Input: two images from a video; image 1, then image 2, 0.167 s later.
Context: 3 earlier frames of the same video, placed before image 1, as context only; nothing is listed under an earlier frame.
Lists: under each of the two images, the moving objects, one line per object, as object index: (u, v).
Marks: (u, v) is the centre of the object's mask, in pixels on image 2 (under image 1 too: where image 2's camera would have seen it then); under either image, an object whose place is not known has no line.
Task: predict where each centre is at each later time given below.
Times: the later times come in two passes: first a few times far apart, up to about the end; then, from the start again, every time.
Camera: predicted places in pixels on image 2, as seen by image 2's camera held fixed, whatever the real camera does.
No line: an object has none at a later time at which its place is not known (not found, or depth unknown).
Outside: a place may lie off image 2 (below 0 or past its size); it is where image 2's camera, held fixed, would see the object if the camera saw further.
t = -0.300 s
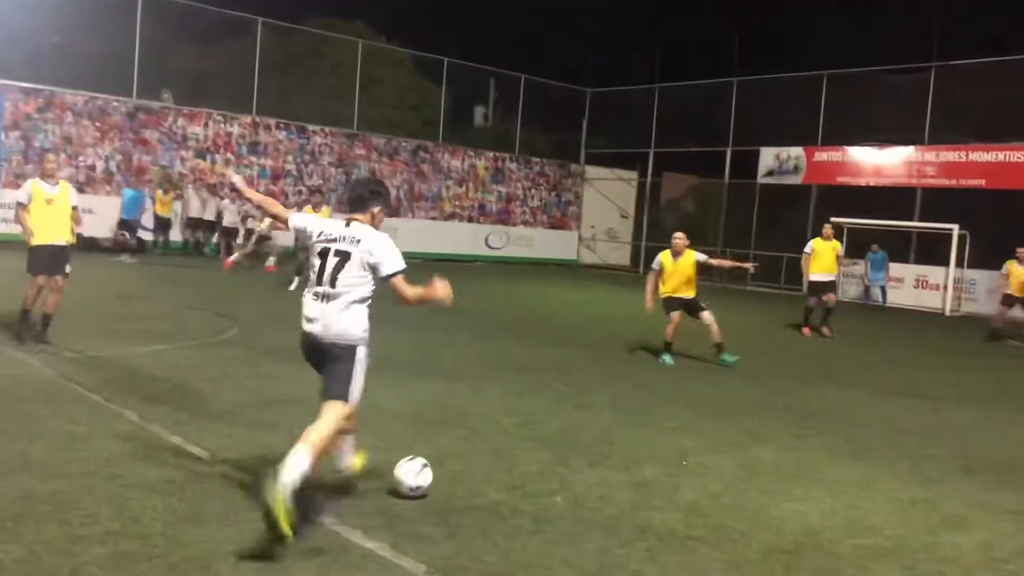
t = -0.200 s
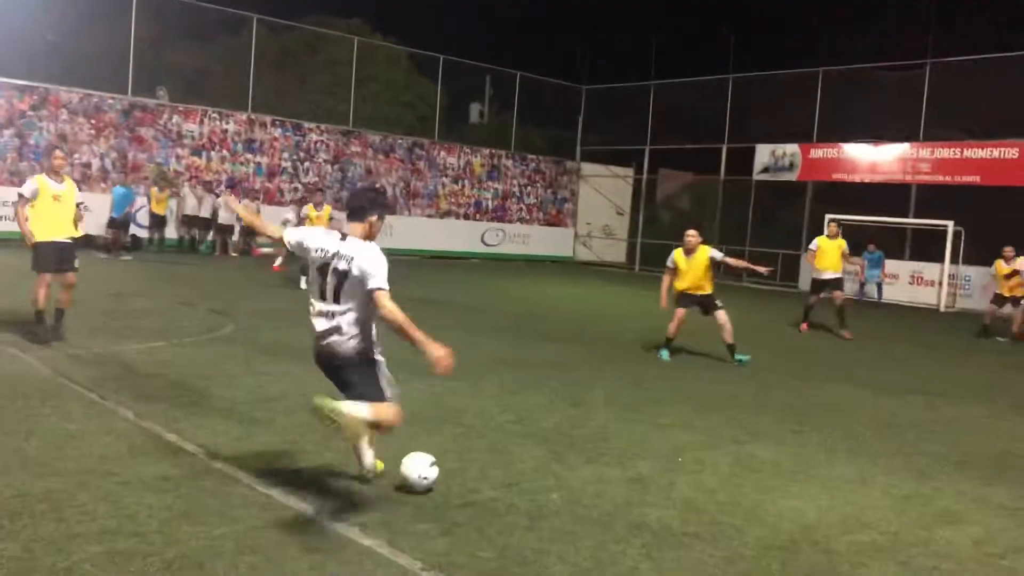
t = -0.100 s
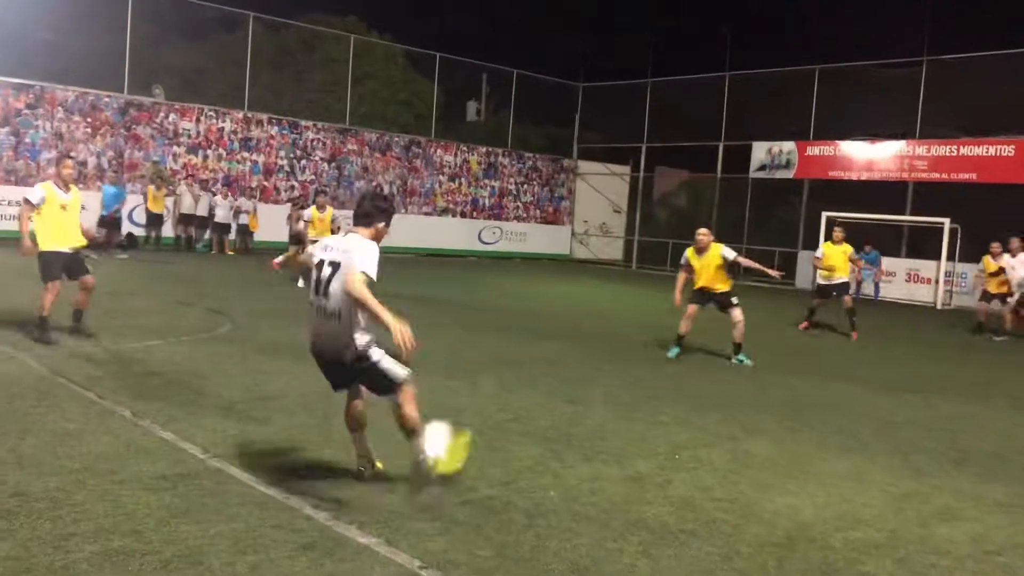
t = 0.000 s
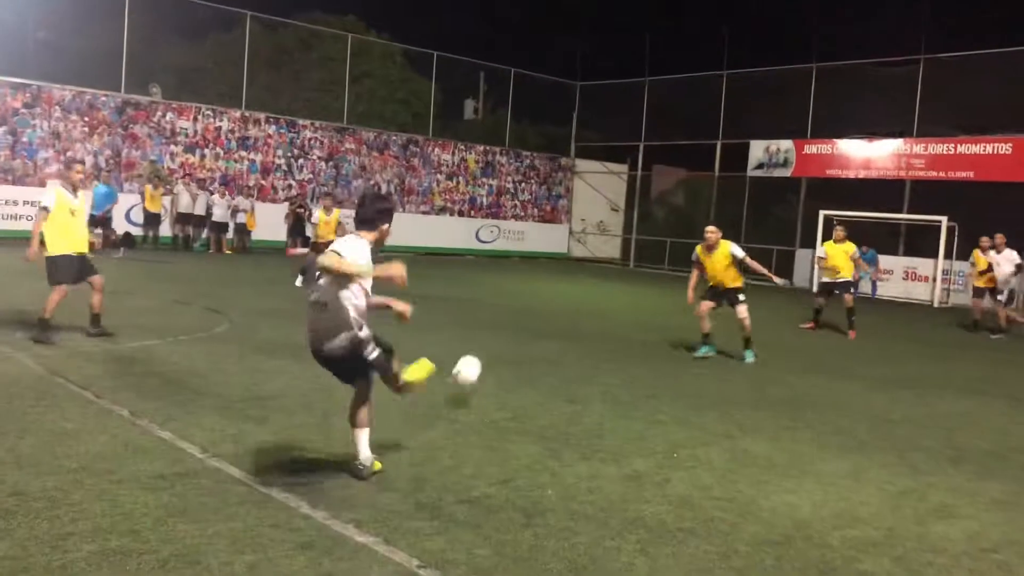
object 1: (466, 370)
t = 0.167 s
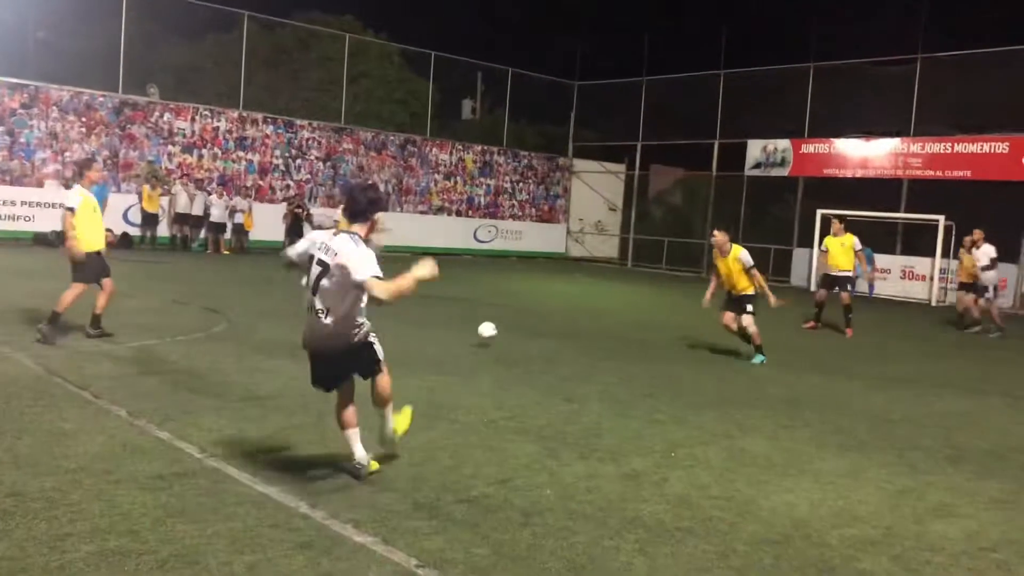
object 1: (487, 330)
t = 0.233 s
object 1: (491, 324)
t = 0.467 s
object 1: (494, 291)
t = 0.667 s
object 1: (492, 279)
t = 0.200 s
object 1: (489, 329)
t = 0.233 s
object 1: (491, 324)
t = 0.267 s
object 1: (492, 315)
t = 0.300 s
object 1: (492, 307)
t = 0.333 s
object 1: (494, 301)
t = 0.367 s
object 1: (493, 297)
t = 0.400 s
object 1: (494, 295)
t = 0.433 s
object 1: (493, 293)
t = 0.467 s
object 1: (494, 291)
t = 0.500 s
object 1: (494, 292)
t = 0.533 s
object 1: (493, 293)
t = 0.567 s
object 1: (493, 291)
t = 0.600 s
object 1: (493, 287)
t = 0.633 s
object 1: (492, 282)
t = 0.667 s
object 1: (492, 279)
